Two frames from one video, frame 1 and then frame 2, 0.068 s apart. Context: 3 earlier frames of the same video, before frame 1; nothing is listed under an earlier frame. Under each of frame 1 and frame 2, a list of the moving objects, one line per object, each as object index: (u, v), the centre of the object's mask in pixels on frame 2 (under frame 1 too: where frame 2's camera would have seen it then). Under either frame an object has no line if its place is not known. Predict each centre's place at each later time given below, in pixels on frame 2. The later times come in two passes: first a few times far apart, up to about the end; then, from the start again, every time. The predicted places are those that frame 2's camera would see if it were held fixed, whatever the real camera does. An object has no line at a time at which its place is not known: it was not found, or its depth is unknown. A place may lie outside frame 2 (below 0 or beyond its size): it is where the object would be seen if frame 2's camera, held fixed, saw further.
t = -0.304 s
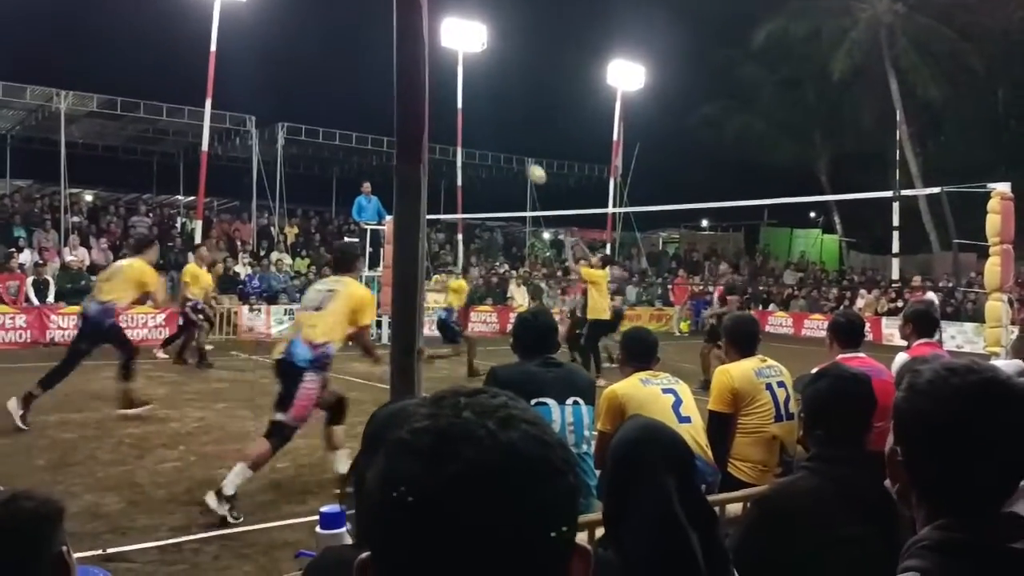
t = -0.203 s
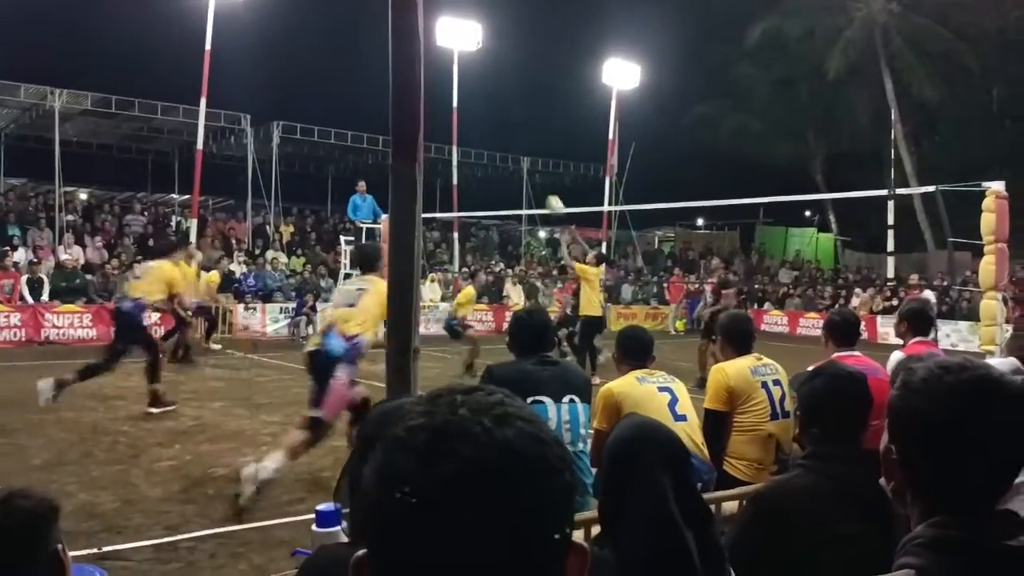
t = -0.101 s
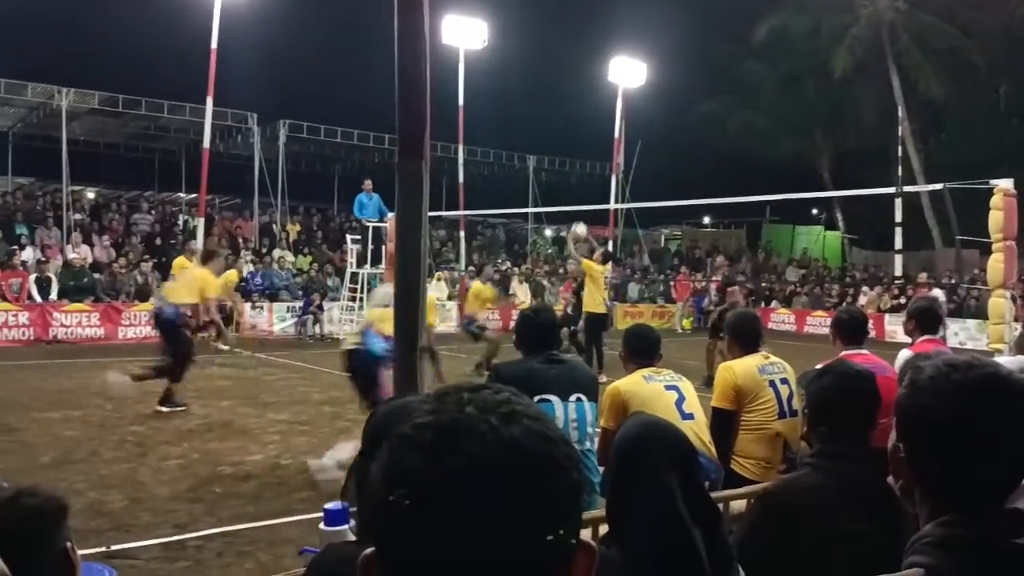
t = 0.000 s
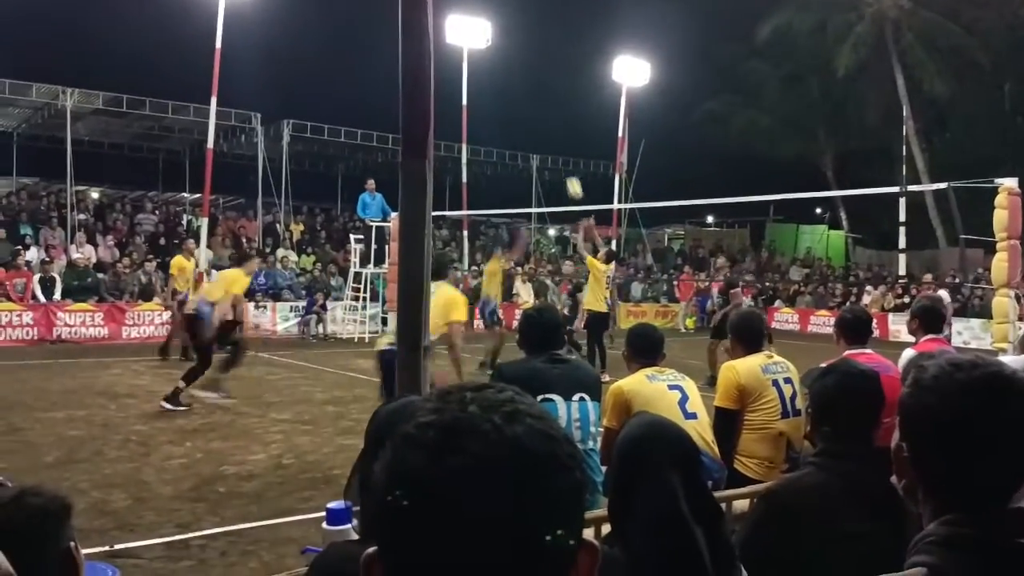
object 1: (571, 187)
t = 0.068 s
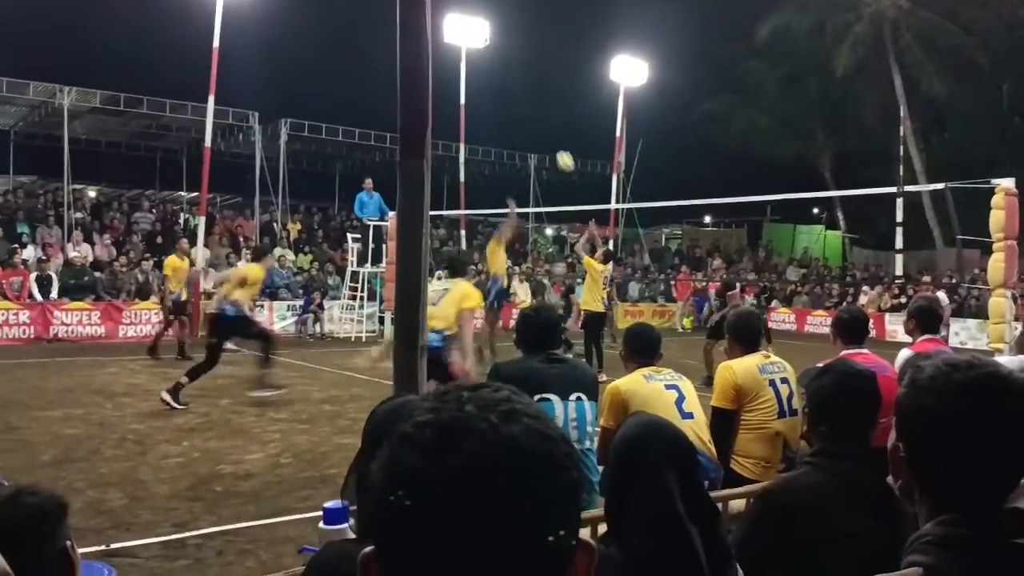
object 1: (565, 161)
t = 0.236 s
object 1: (549, 111)
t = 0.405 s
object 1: (532, 81)
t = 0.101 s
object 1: (562, 149)
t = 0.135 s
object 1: (559, 138)
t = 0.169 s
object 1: (556, 128)
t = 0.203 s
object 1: (552, 119)
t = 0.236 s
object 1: (549, 111)
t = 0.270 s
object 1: (546, 103)
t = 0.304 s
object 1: (542, 96)
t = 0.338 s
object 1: (539, 90)
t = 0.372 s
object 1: (535, 85)
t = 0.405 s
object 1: (532, 81)
